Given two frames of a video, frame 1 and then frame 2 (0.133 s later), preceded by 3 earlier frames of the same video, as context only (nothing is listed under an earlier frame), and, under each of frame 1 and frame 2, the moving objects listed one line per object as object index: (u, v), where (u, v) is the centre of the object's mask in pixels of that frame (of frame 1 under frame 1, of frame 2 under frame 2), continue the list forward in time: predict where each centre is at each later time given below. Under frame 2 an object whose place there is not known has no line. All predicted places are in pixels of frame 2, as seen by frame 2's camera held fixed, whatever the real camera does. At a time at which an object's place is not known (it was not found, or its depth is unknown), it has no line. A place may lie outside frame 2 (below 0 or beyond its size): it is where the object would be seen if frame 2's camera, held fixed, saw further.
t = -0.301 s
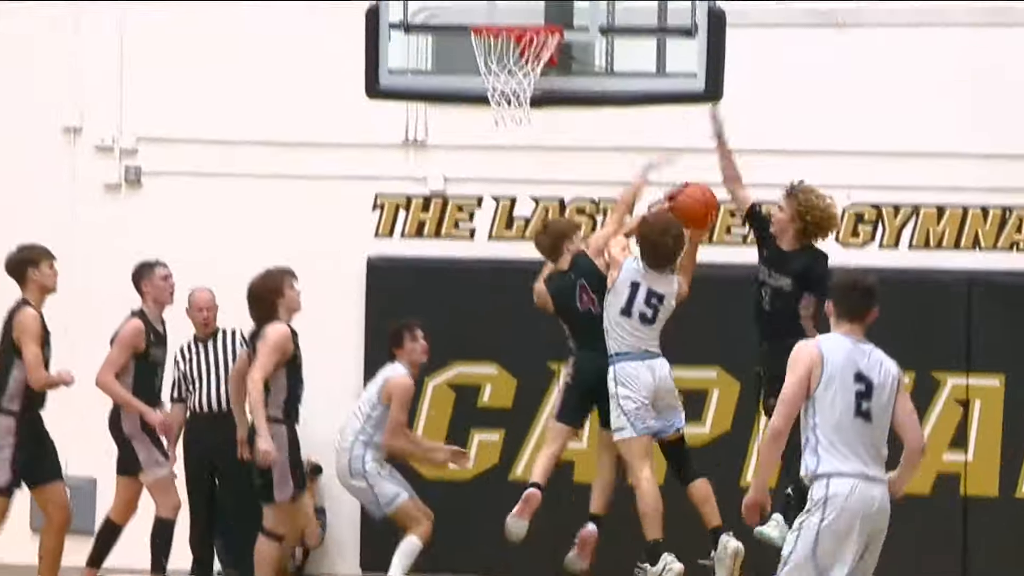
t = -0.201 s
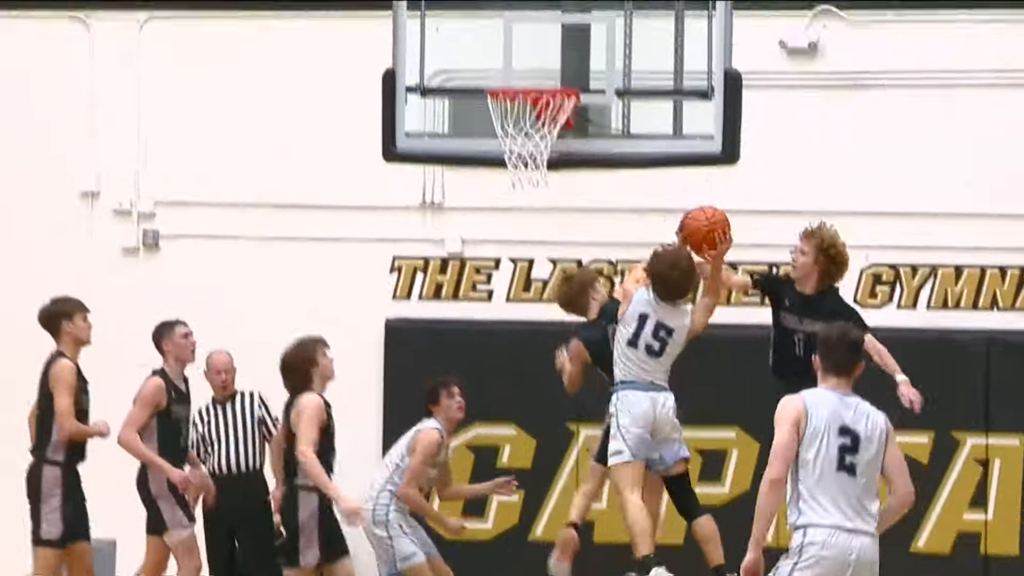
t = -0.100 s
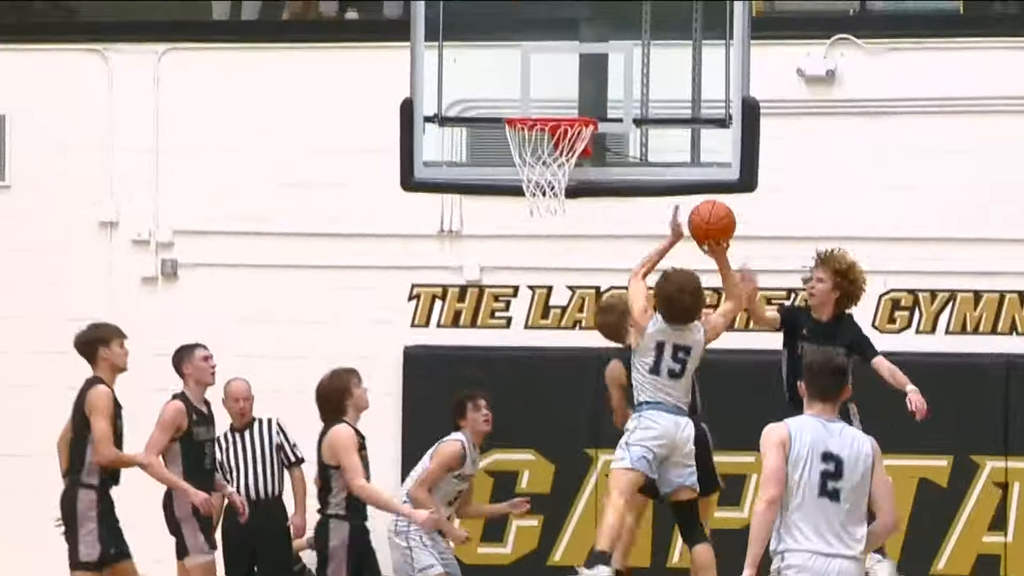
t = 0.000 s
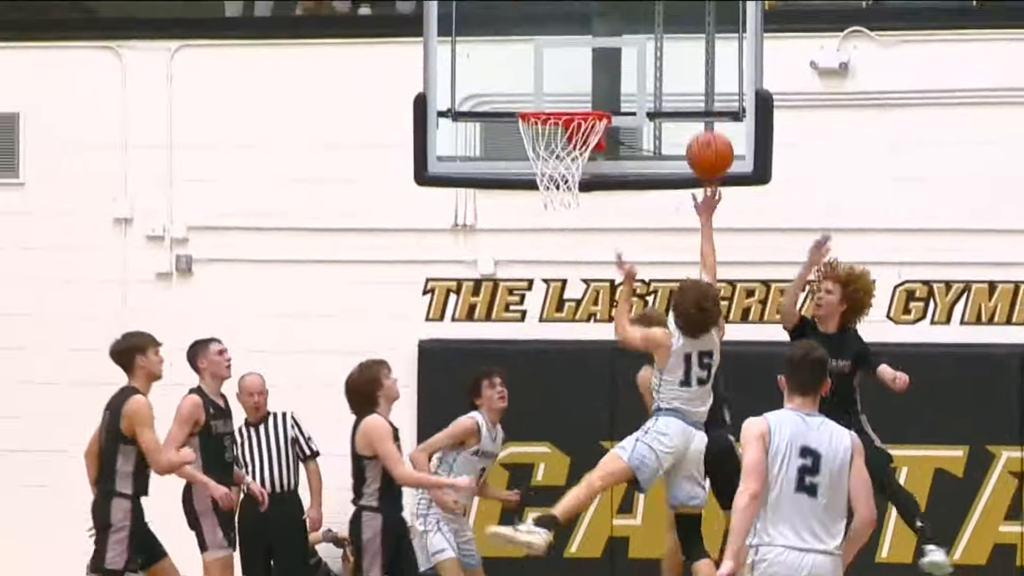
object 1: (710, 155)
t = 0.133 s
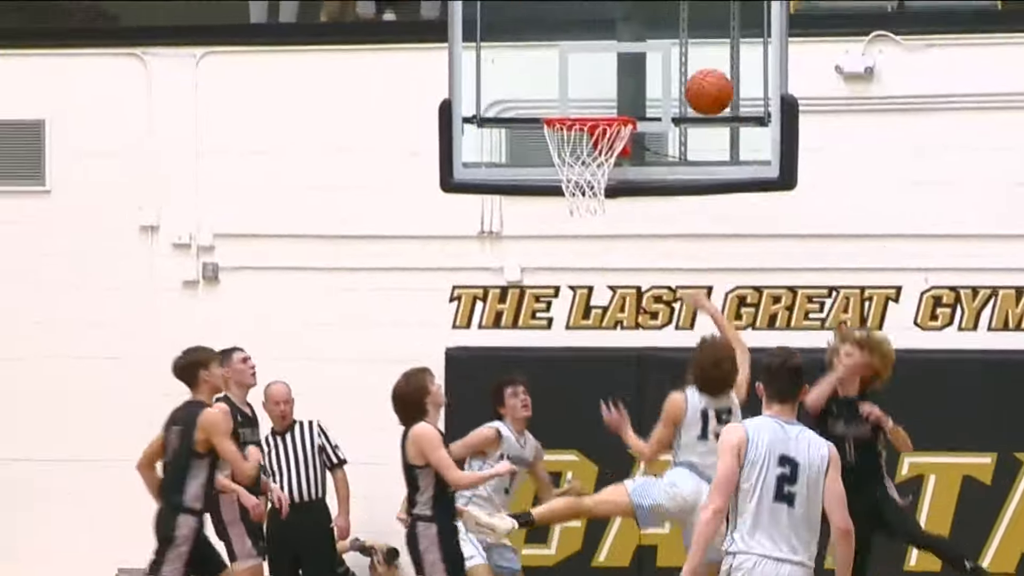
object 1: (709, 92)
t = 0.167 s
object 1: (702, 81)
